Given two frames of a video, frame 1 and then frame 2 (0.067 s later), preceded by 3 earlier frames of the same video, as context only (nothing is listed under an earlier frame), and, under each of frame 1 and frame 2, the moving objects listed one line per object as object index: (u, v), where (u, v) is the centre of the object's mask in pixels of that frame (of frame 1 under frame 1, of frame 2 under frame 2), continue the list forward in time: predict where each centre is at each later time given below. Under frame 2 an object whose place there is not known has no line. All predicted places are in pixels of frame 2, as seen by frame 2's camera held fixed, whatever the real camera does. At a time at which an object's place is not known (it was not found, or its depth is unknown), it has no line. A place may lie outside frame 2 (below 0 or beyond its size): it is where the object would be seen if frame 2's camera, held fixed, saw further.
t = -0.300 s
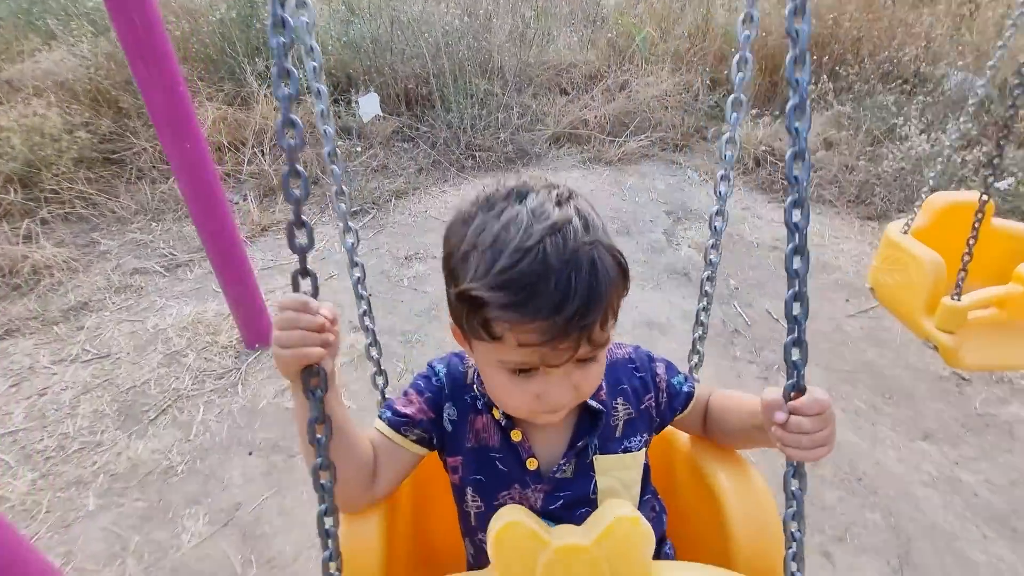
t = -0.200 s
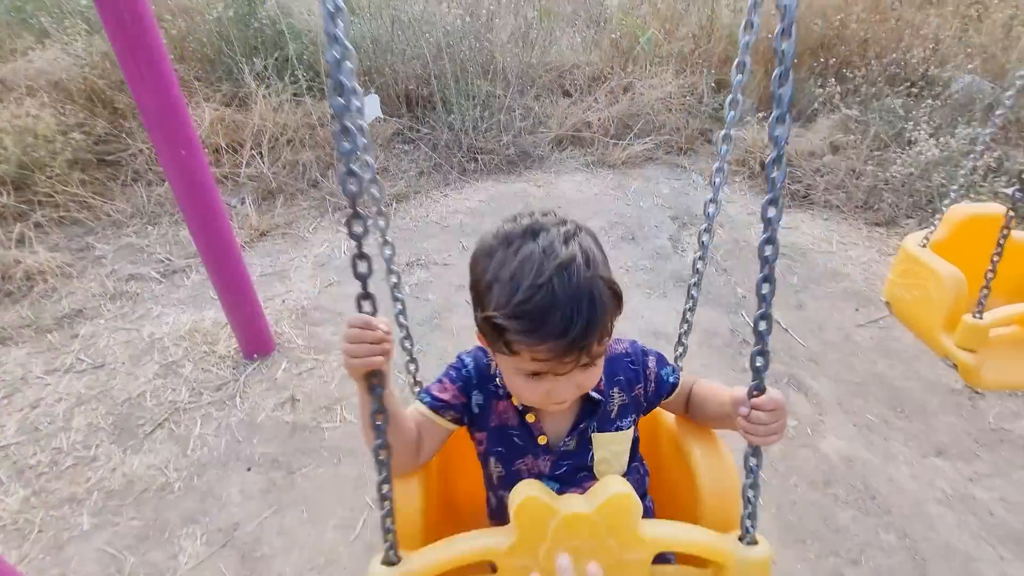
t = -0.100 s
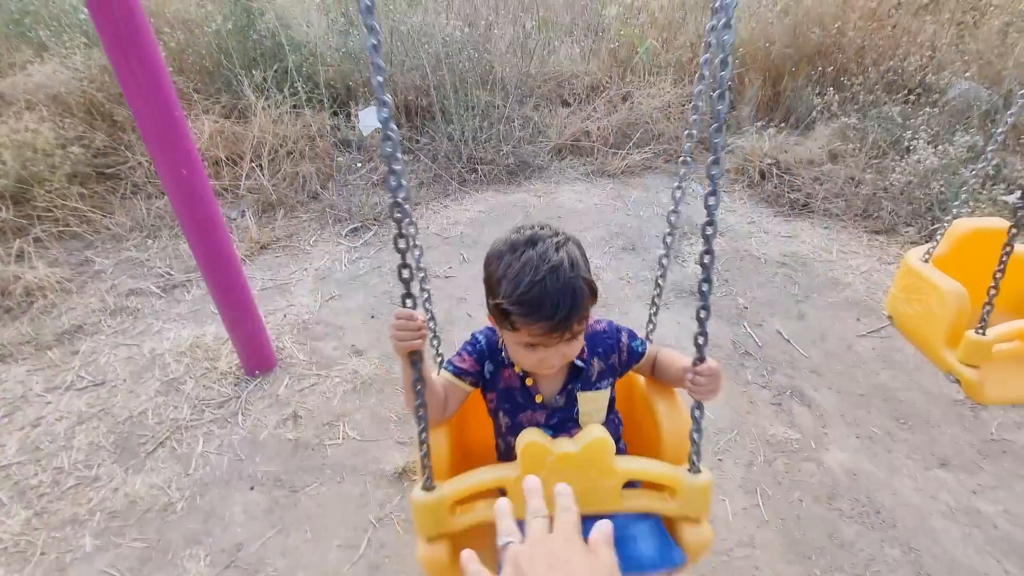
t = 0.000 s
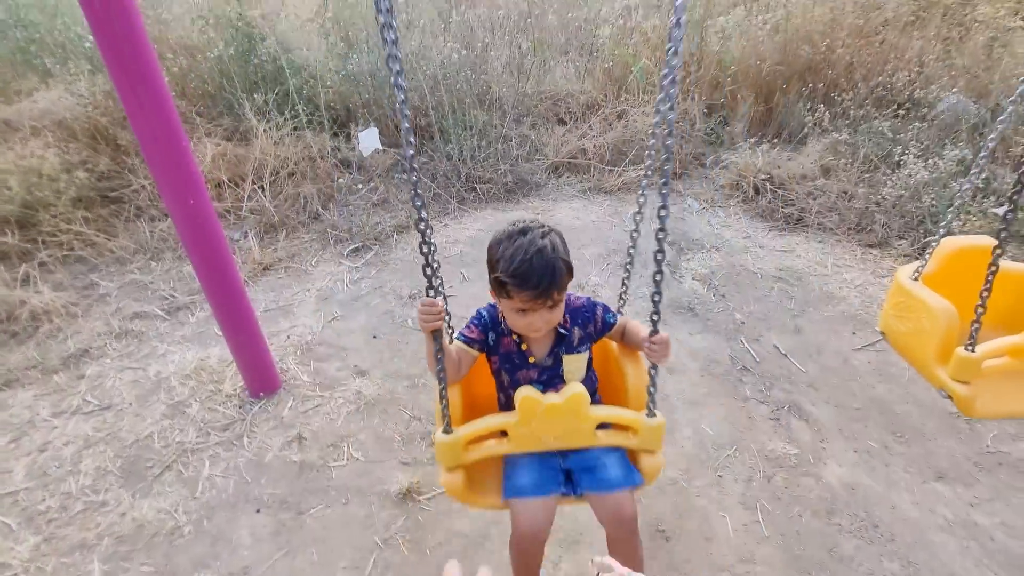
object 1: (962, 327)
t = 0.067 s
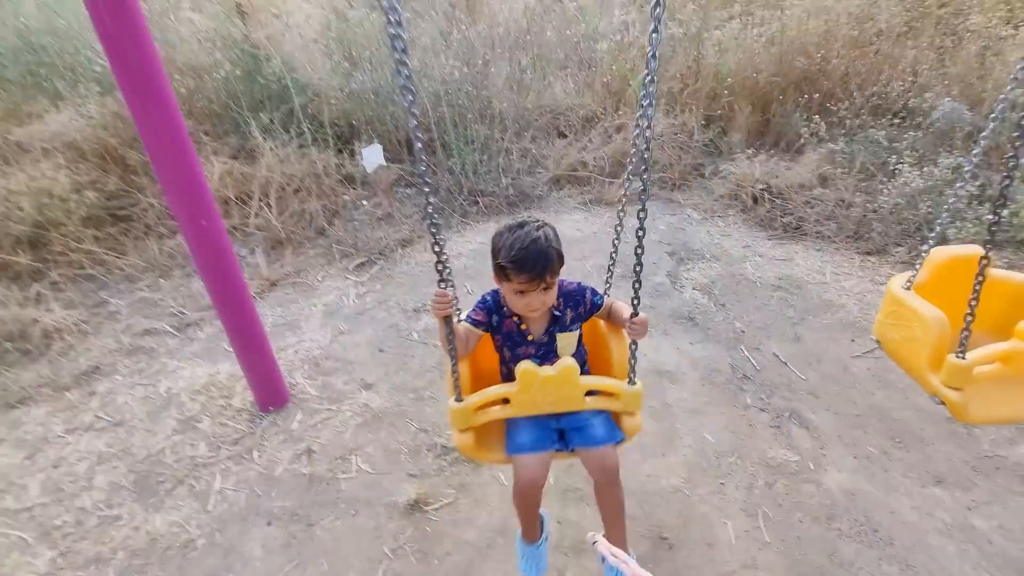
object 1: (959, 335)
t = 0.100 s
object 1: (958, 336)
